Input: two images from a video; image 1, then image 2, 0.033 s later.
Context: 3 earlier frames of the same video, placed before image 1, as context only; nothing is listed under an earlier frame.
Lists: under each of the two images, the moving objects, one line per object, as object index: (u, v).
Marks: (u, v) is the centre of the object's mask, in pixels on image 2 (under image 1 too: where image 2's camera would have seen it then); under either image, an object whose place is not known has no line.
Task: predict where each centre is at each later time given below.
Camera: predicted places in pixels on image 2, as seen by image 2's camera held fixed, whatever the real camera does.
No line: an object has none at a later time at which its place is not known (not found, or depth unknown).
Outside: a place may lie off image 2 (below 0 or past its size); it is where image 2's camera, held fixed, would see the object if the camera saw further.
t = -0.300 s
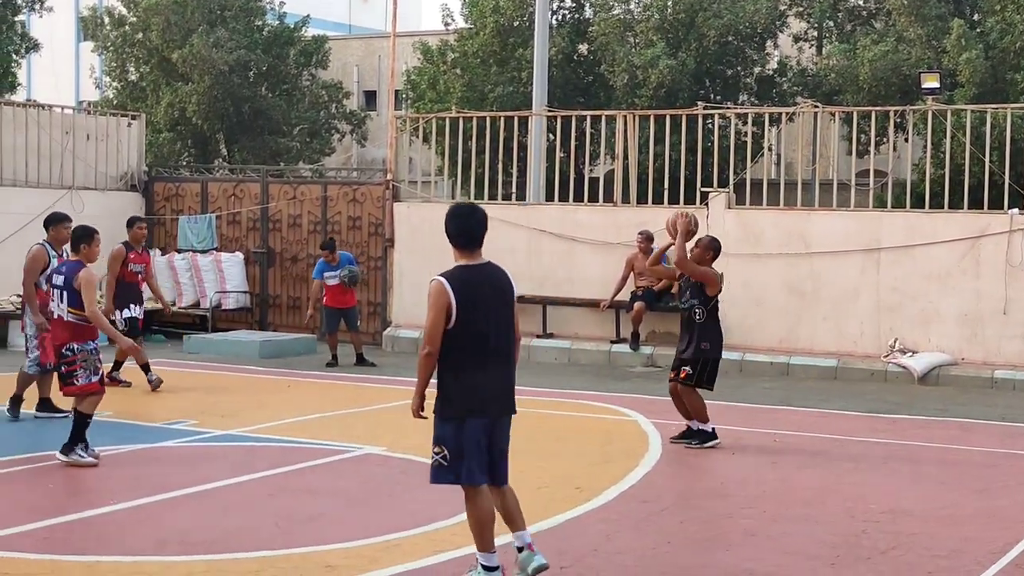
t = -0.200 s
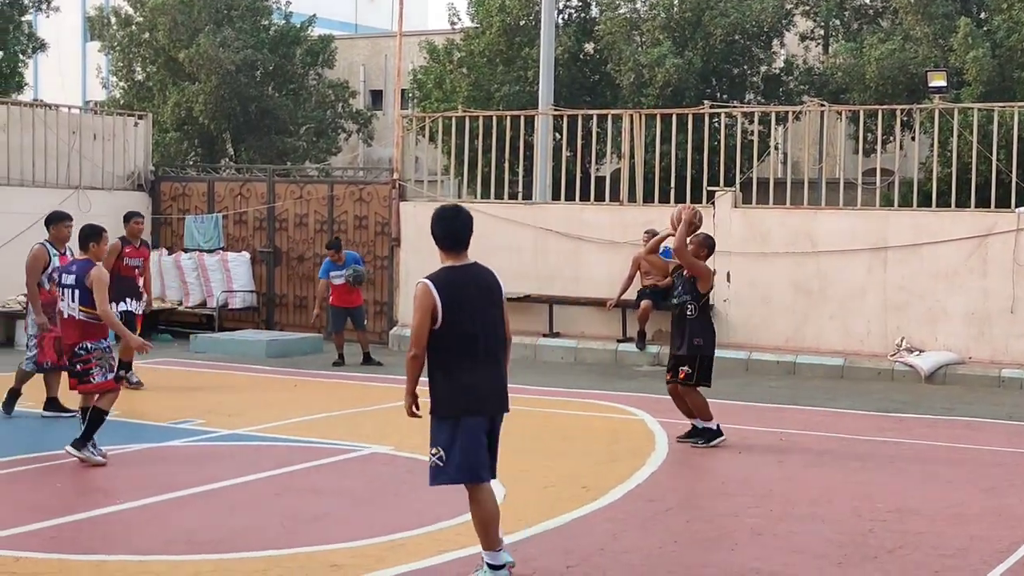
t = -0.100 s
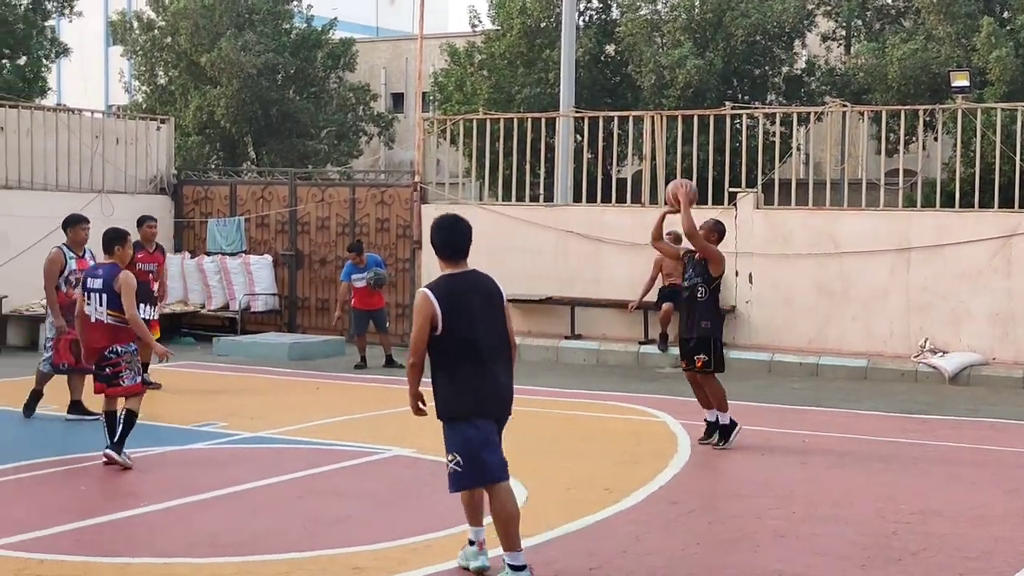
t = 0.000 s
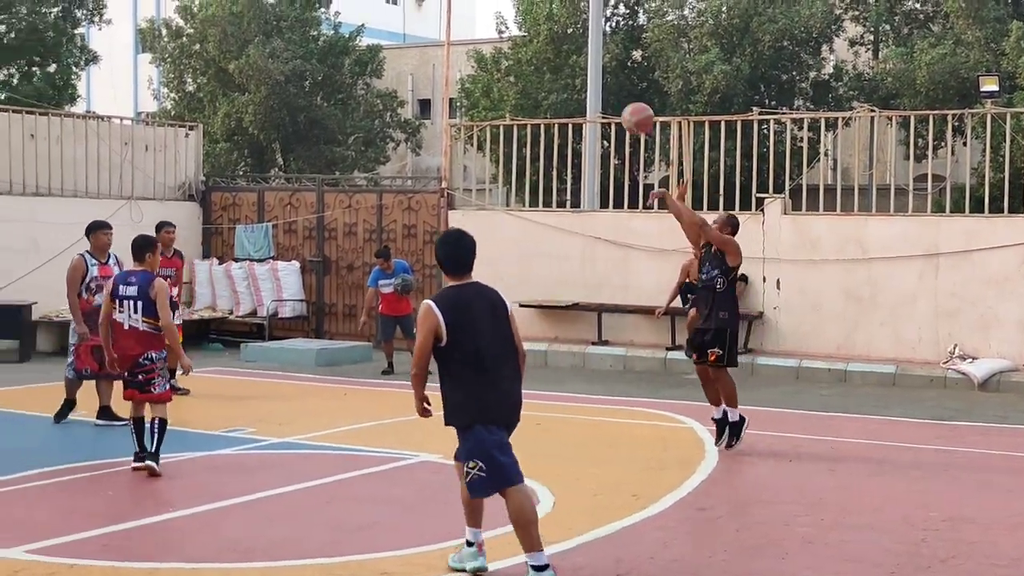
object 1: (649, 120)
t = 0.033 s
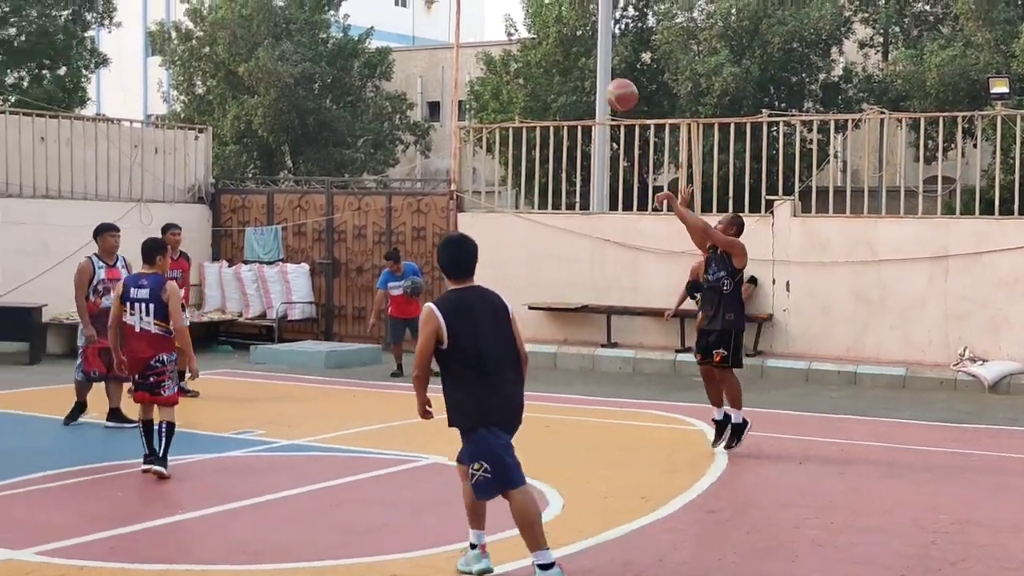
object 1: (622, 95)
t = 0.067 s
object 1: (595, 70)
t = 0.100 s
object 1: (570, 48)
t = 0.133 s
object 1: (545, 26)
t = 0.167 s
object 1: (519, 5)
